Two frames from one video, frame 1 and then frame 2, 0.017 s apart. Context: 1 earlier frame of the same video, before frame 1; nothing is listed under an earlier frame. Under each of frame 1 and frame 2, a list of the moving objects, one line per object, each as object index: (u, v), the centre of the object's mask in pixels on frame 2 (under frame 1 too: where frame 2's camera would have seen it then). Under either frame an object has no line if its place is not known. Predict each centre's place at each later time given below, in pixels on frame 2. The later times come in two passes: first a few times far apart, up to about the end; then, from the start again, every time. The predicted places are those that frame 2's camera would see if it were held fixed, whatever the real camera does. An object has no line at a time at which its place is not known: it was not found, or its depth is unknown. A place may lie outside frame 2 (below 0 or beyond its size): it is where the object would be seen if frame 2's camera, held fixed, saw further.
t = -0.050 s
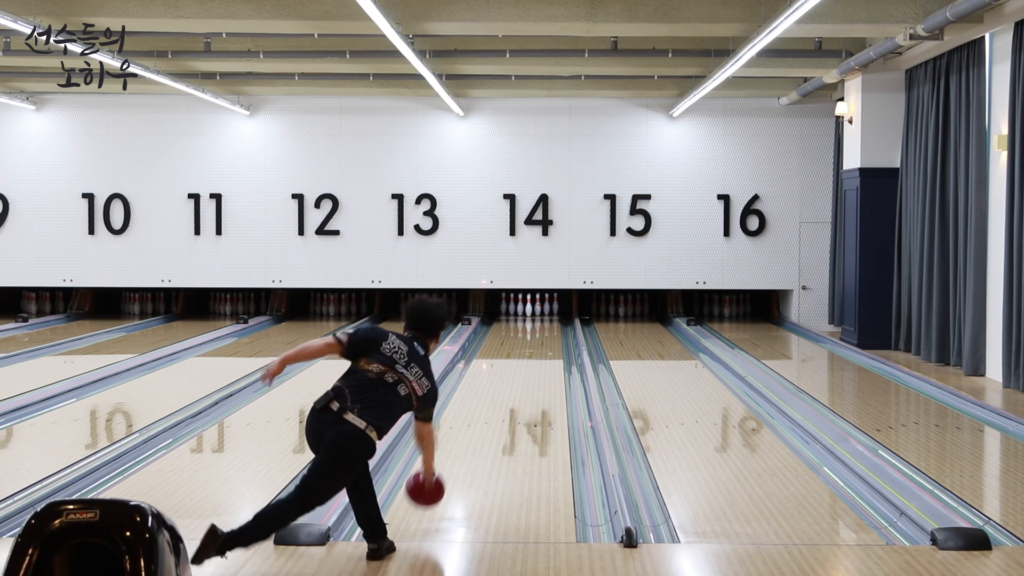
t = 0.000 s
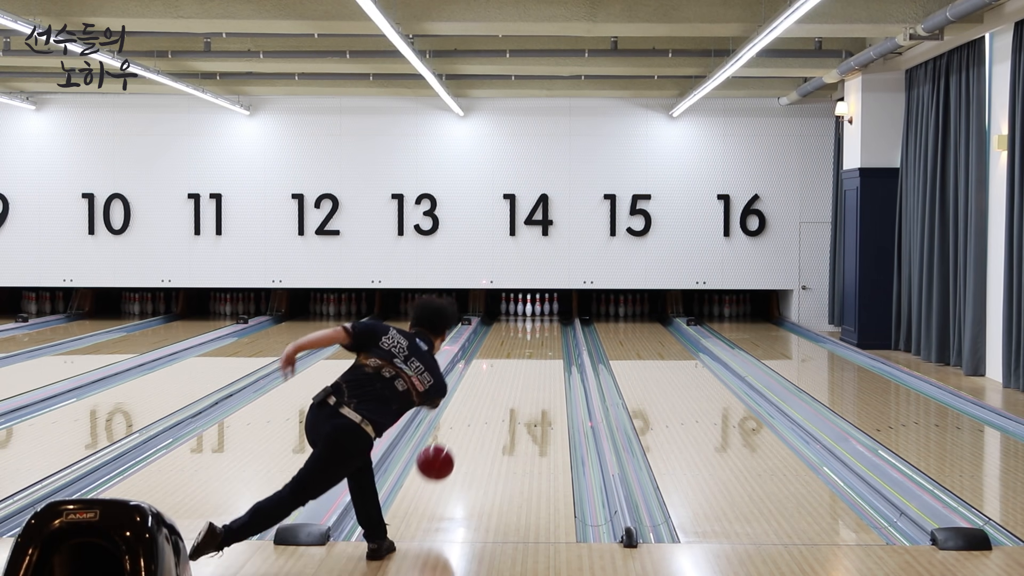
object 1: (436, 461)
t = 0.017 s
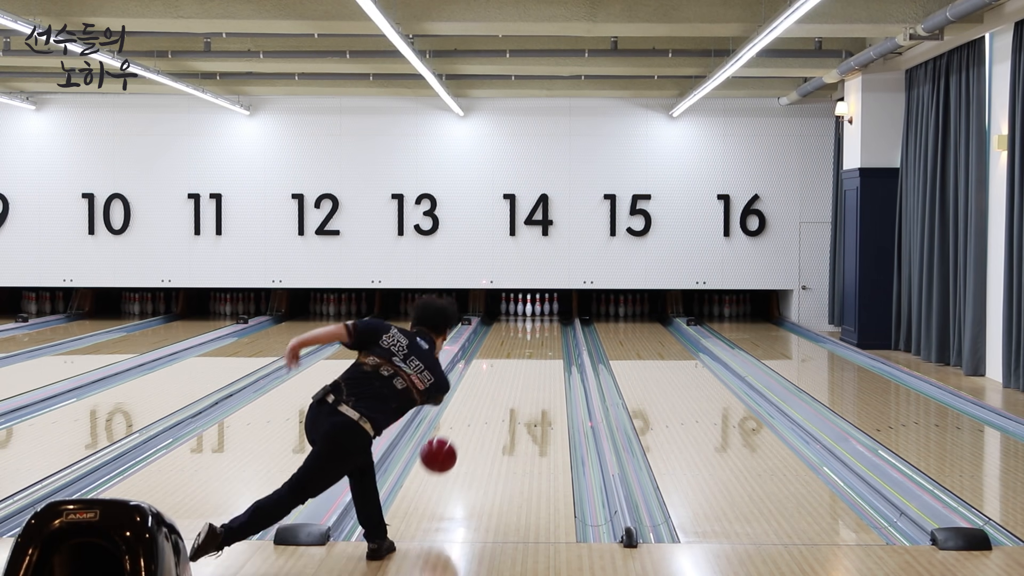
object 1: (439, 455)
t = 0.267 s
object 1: (475, 415)
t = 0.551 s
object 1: (503, 402)
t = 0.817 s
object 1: (520, 376)
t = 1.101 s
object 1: (533, 355)
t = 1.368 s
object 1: (541, 341)
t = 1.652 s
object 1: (546, 328)
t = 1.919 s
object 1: (544, 319)
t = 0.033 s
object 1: (441, 448)
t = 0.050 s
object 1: (444, 443)
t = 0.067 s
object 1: (447, 437)
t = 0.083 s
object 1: (450, 433)
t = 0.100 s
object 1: (452, 429)
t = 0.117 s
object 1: (455, 425)
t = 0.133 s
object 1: (458, 422)
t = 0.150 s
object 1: (460, 419)
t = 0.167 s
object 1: (463, 418)
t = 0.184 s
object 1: (465, 416)
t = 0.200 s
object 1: (467, 415)
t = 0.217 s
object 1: (469, 414)
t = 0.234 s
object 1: (471, 414)
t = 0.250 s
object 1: (473, 414)
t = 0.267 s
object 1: (475, 415)
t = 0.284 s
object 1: (477, 415)
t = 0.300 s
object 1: (479, 416)
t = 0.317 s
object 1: (481, 418)
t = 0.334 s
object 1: (483, 420)
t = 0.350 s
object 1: (485, 422)
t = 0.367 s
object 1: (487, 425)
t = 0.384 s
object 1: (488, 423)
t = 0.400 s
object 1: (490, 420)
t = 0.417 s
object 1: (492, 417)
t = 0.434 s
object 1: (493, 415)
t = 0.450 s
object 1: (495, 413)
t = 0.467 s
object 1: (496, 412)
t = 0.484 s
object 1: (498, 410)
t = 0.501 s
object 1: (499, 408)
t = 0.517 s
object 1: (500, 406)
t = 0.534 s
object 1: (502, 404)
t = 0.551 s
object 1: (503, 402)
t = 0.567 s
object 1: (504, 400)
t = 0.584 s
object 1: (506, 398)
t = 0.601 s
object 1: (507, 397)
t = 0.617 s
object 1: (508, 395)
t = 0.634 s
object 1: (509, 393)
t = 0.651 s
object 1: (510, 391)
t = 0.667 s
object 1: (511, 390)
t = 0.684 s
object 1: (512, 388)
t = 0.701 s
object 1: (514, 386)
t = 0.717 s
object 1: (515, 385)
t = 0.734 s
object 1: (516, 383)
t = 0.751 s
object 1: (517, 382)
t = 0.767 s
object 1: (518, 380)
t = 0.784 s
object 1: (518, 379)
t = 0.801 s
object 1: (519, 377)
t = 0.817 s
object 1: (520, 376)
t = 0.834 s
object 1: (521, 375)
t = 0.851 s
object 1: (522, 373)
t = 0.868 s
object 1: (523, 372)
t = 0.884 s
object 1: (524, 370)
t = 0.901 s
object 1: (525, 369)
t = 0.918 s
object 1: (525, 368)
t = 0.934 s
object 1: (526, 367)
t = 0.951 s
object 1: (527, 366)
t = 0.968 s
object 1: (528, 364)
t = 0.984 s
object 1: (528, 363)
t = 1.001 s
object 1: (529, 362)
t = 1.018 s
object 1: (530, 361)
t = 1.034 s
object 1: (530, 359)
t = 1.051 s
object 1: (531, 358)
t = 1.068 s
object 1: (532, 357)
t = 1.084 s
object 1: (532, 356)
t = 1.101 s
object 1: (533, 355)
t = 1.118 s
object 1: (534, 354)
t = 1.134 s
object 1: (534, 353)
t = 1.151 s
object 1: (535, 352)
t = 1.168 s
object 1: (536, 351)
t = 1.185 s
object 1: (536, 350)
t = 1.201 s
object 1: (537, 350)
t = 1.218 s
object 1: (537, 349)
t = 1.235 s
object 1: (538, 348)
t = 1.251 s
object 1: (538, 347)
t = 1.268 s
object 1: (539, 346)
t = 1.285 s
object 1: (539, 345)
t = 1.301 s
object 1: (540, 344)
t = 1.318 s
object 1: (540, 343)
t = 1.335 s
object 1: (540, 342)
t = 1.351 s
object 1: (541, 342)
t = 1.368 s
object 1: (541, 341)
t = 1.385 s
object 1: (542, 340)
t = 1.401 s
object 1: (542, 339)
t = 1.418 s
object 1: (542, 339)
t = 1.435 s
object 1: (543, 338)
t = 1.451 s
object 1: (543, 337)
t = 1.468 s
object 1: (543, 336)
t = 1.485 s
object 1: (544, 335)
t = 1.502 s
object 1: (544, 335)
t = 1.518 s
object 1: (544, 334)
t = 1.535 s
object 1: (545, 333)
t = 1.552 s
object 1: (545, 332)
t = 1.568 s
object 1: (545, 332)
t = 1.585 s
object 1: (545, 331)
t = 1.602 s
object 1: (545, 330)
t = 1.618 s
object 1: (546, 330)
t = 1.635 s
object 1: (546, 329)
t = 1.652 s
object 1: (546, 328)
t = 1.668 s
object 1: (546, 328)
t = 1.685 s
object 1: (546, 327)
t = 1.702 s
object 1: (546, 327)
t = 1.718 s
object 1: (546, 326)
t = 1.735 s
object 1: (546, 325)
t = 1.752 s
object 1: (546, 325)
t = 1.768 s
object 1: (546, 324)
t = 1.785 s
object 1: (546, 323)
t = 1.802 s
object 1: (546, 323)
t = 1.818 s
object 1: (546, 322)
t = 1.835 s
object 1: (546, 322)
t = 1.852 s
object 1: (545, 321)
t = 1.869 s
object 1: (545, 321)
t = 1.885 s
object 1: (545, 320)
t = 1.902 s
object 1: (544, 320)
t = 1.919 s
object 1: (544, 319)
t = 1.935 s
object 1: (544, 319)
